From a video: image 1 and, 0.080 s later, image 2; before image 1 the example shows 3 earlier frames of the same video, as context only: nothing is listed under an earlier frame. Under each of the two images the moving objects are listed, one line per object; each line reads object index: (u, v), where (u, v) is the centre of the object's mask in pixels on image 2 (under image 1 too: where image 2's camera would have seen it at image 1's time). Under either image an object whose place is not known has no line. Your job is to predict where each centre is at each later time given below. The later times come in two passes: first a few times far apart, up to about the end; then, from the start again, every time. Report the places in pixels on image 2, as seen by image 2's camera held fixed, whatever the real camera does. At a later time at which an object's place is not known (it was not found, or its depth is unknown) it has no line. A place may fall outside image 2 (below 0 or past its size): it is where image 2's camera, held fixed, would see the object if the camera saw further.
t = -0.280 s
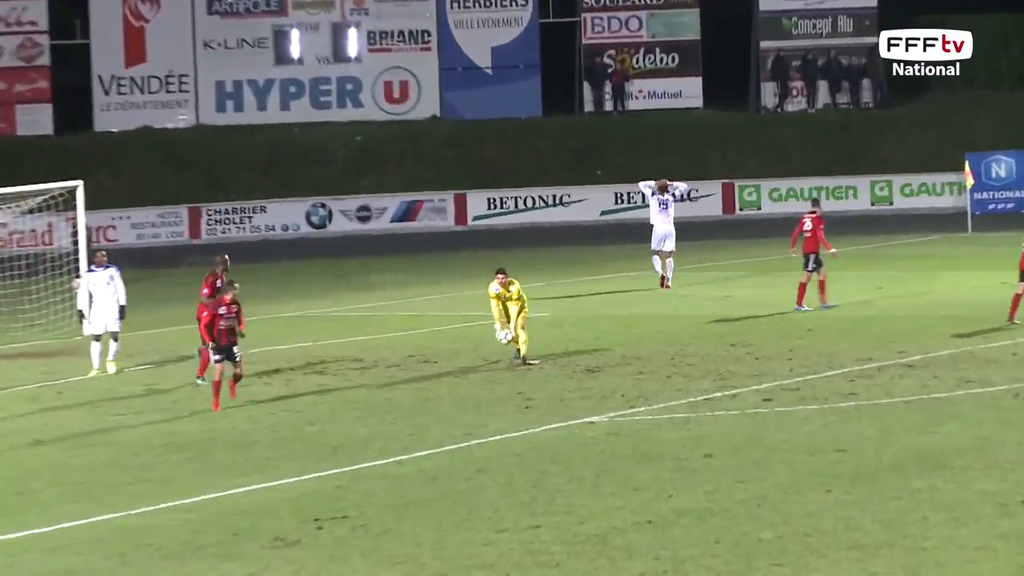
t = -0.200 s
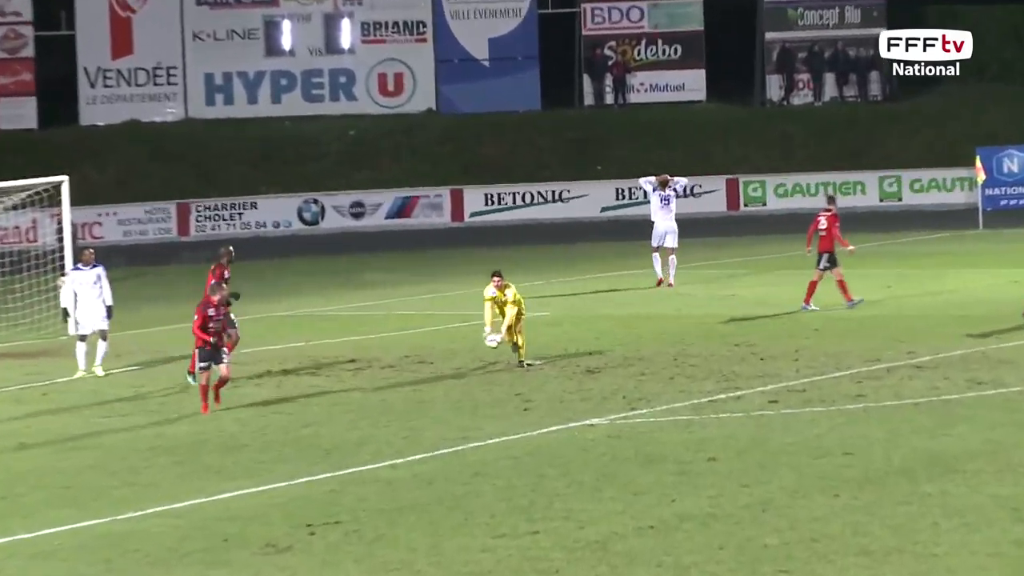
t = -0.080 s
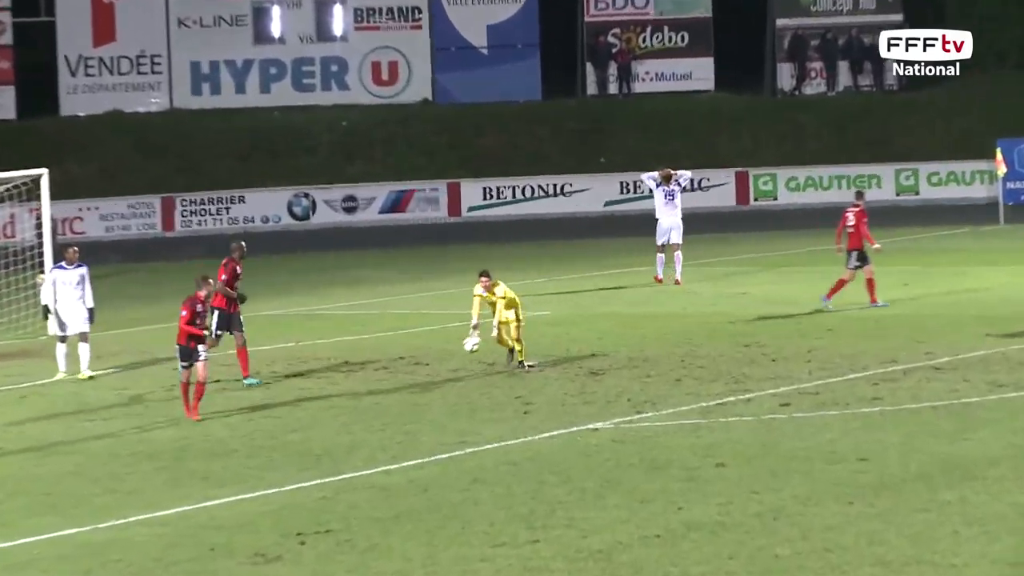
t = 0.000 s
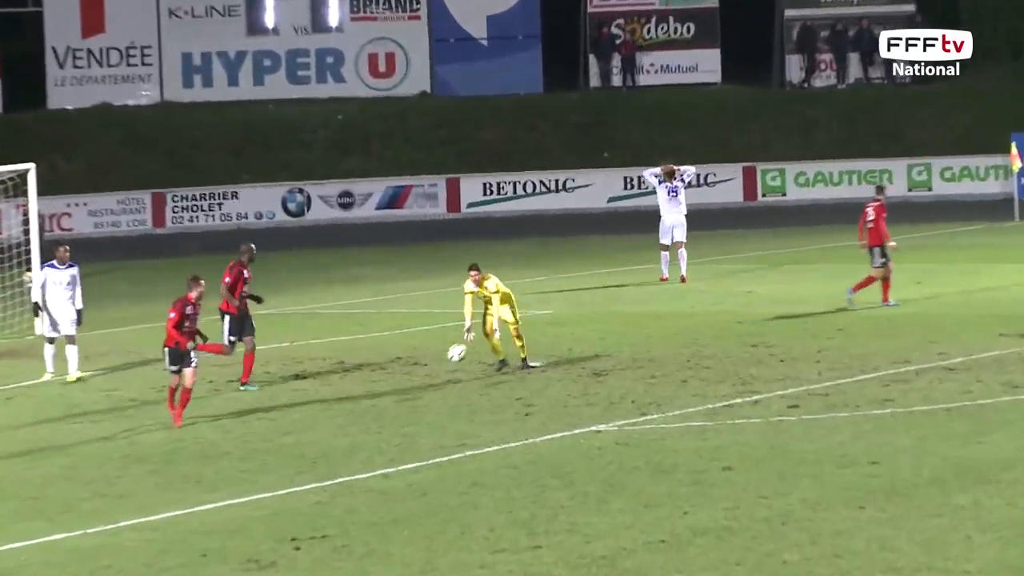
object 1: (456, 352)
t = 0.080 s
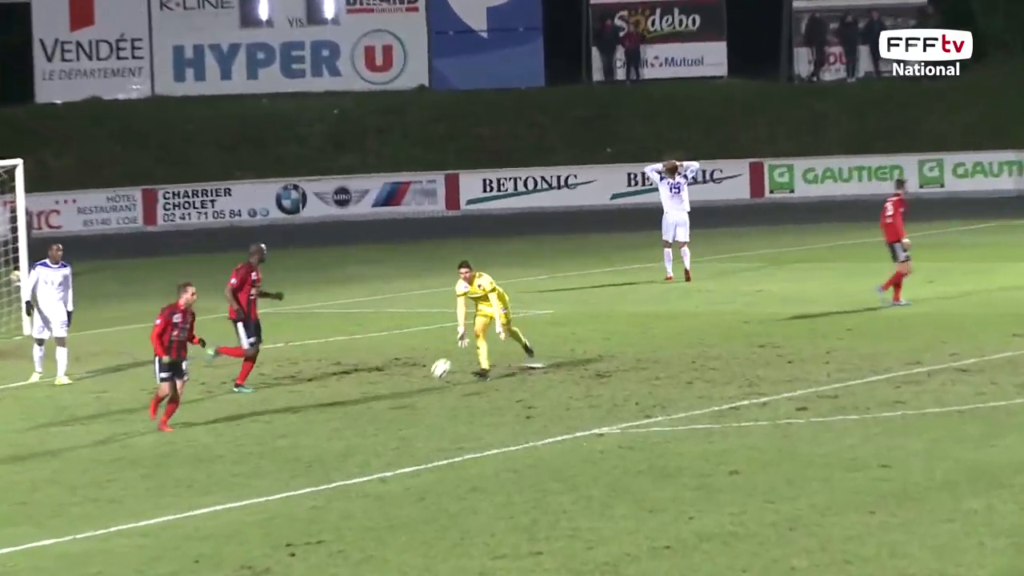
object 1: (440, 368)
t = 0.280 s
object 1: (404, 398)
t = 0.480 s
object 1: (372, 415)
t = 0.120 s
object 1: (433, 378)
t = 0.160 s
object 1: (425, 390)
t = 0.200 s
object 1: (418, 401)
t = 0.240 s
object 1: (411, 400)
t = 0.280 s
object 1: (404, 398)
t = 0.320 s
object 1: (398, 399)
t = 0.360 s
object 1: (391, 401)
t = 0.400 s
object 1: (385, 404)
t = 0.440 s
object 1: (378, 409)
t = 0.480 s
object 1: (372, 415)
